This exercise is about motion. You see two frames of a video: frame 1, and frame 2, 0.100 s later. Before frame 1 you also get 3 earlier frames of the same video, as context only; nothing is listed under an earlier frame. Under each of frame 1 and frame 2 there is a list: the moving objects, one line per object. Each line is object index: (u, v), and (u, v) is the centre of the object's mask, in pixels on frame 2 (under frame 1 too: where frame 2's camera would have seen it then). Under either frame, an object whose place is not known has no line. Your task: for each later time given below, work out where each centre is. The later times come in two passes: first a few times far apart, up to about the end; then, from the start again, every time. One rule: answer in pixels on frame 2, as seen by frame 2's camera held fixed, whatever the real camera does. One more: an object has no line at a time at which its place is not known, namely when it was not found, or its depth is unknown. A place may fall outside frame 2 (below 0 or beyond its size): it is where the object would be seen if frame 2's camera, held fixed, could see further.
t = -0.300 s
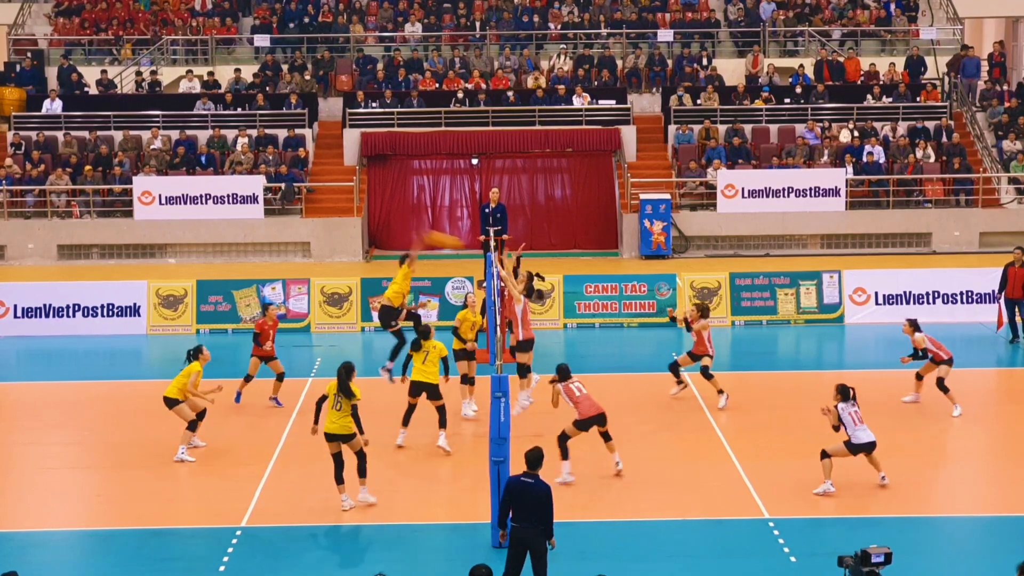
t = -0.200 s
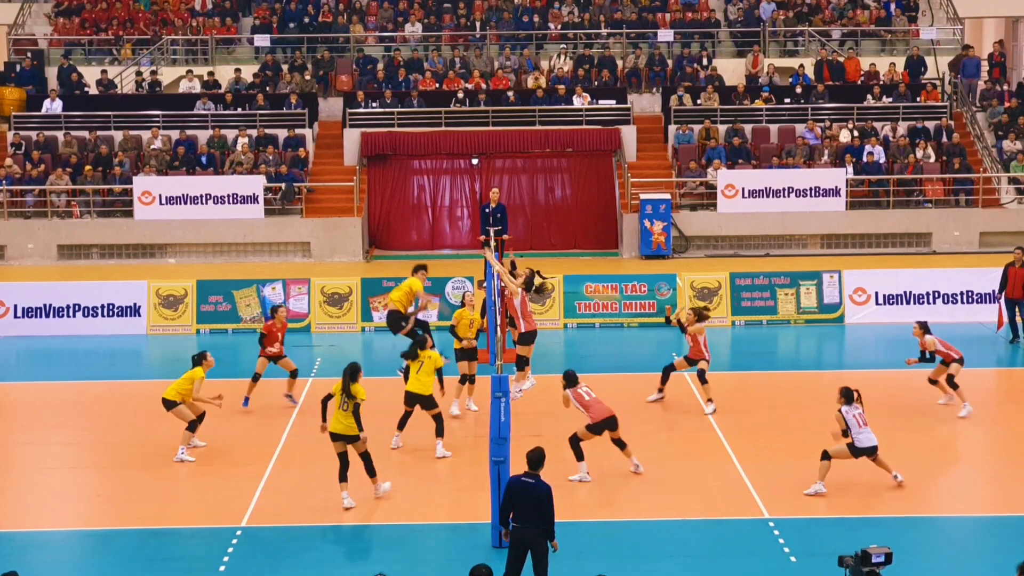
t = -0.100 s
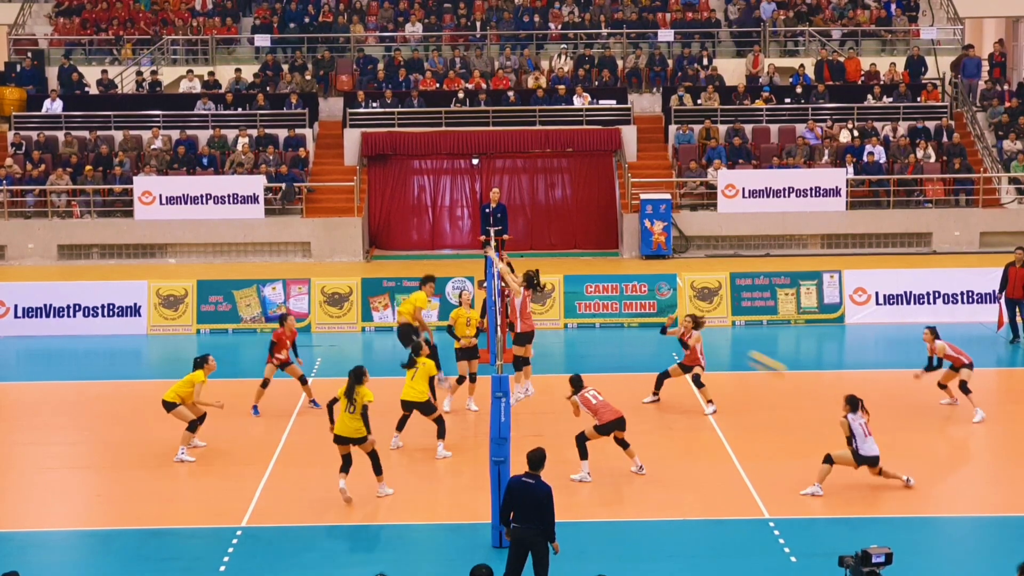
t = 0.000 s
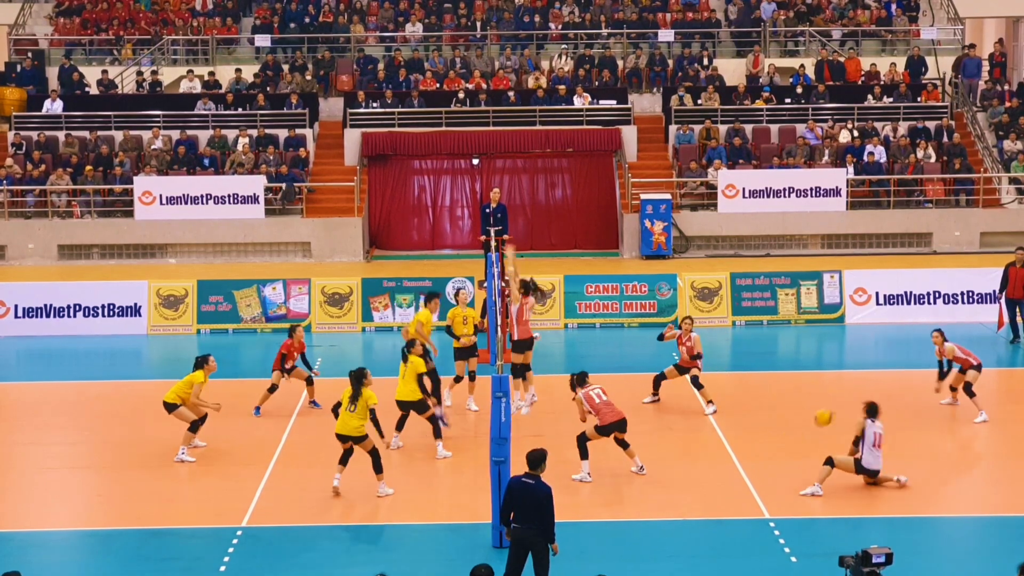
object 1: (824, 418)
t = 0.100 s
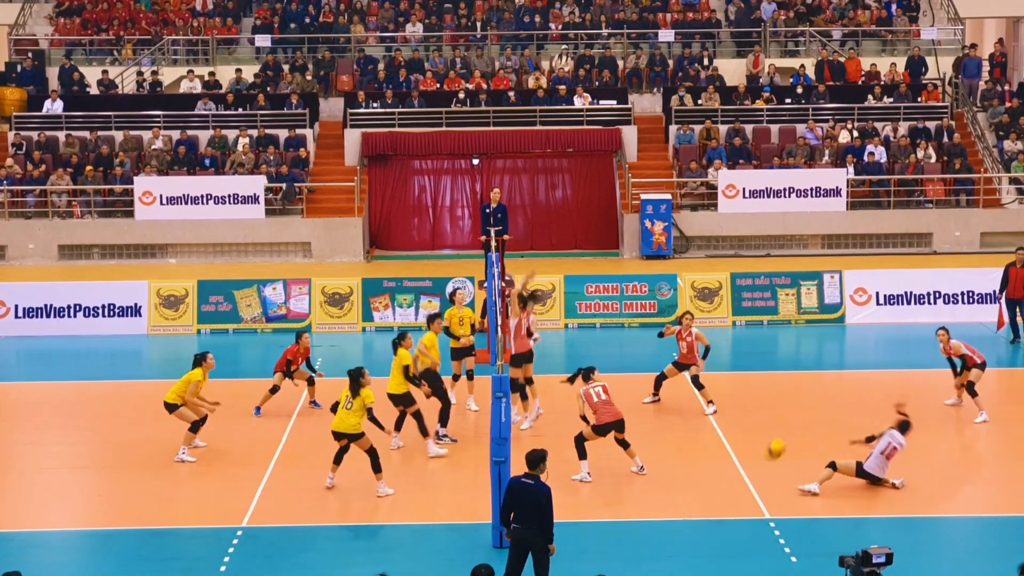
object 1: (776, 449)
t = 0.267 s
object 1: (693, 532)
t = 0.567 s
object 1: (583, 552)
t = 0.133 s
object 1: (758, 464)
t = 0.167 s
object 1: (743, 478)
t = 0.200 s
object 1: (726, 496)
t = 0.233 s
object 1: (709, 512)
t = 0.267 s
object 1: (693, 532)
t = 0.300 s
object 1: (677, 552)
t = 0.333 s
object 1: (662, 565)
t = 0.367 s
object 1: (651, 560)
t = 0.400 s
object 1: (640, 555)
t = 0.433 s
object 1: (628, 552)
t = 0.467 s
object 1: (617, 551)
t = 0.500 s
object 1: (605, 550)
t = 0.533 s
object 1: (594, 551)
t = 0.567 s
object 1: (583, 552)
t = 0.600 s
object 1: (571, 555)
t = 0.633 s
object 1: (560, 559)
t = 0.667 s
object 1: (548, 564)
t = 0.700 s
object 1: (536, 568)
